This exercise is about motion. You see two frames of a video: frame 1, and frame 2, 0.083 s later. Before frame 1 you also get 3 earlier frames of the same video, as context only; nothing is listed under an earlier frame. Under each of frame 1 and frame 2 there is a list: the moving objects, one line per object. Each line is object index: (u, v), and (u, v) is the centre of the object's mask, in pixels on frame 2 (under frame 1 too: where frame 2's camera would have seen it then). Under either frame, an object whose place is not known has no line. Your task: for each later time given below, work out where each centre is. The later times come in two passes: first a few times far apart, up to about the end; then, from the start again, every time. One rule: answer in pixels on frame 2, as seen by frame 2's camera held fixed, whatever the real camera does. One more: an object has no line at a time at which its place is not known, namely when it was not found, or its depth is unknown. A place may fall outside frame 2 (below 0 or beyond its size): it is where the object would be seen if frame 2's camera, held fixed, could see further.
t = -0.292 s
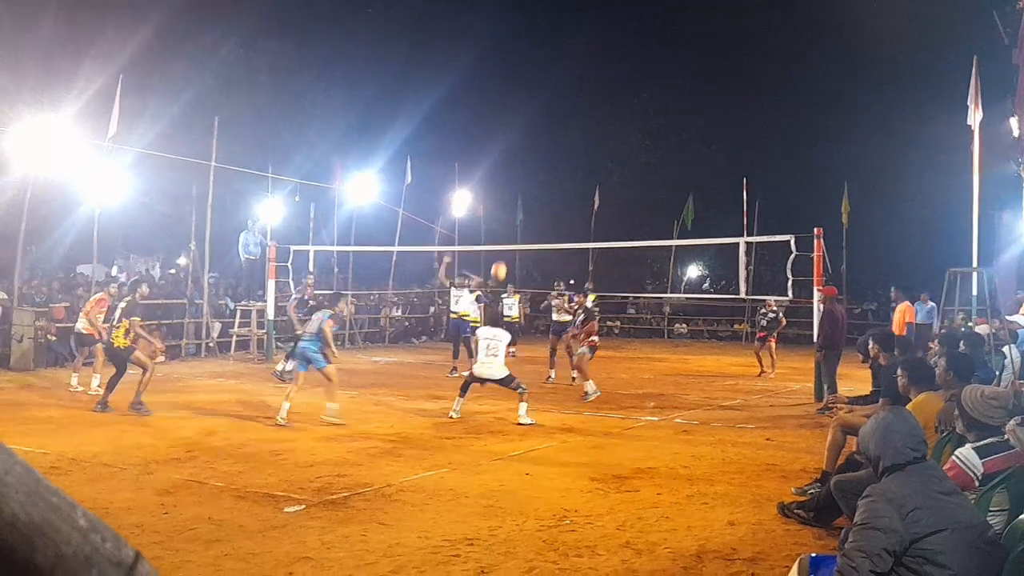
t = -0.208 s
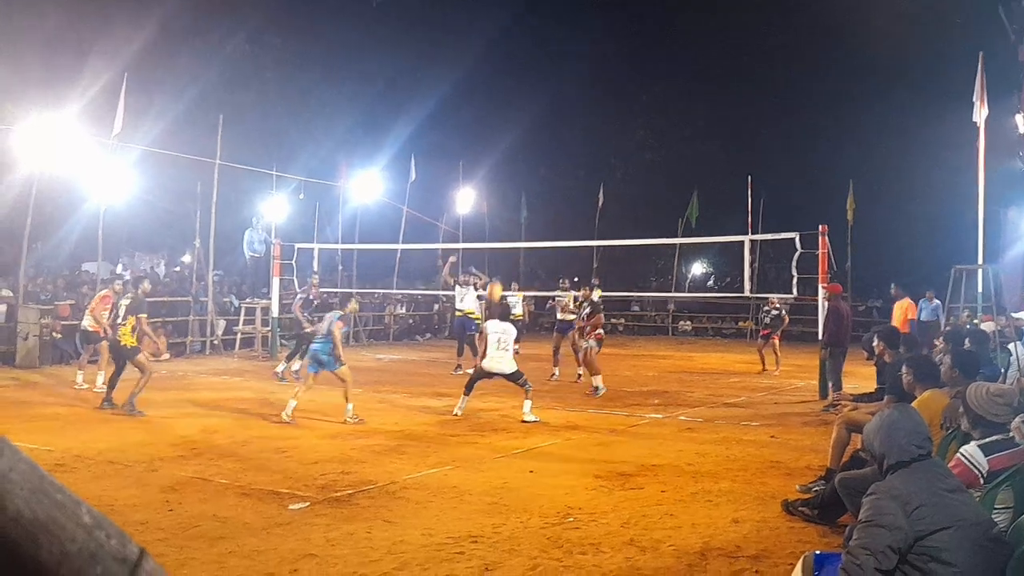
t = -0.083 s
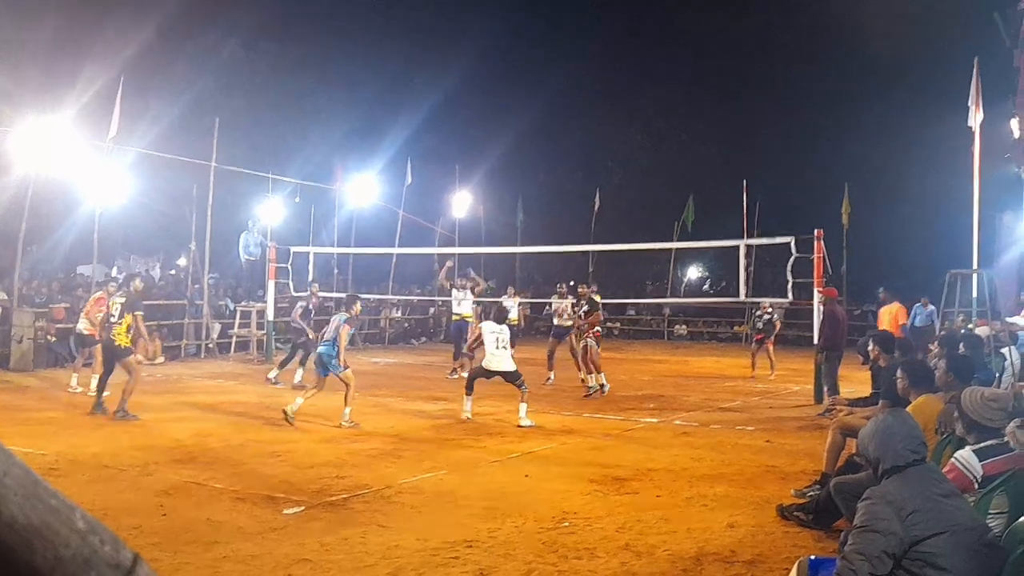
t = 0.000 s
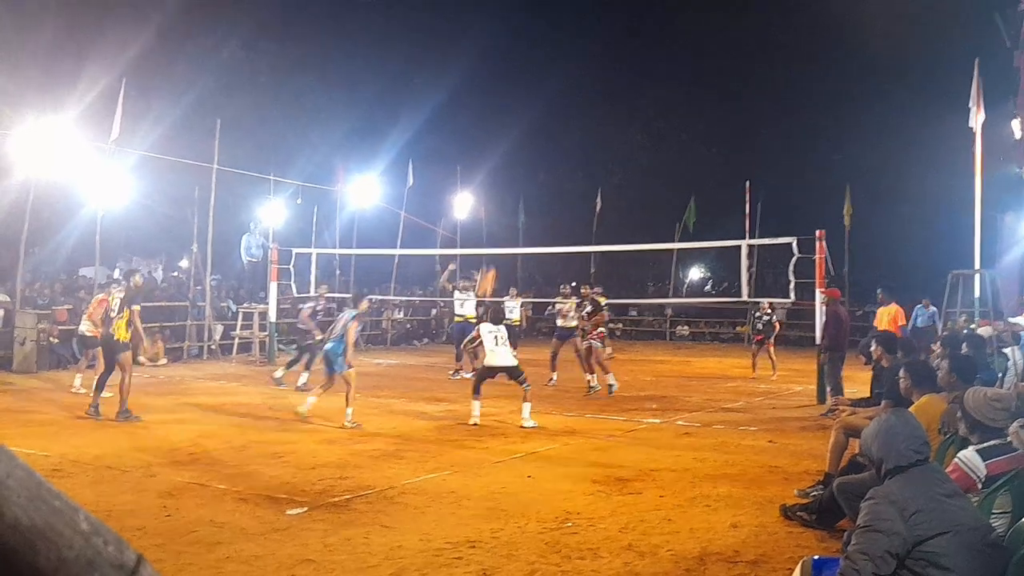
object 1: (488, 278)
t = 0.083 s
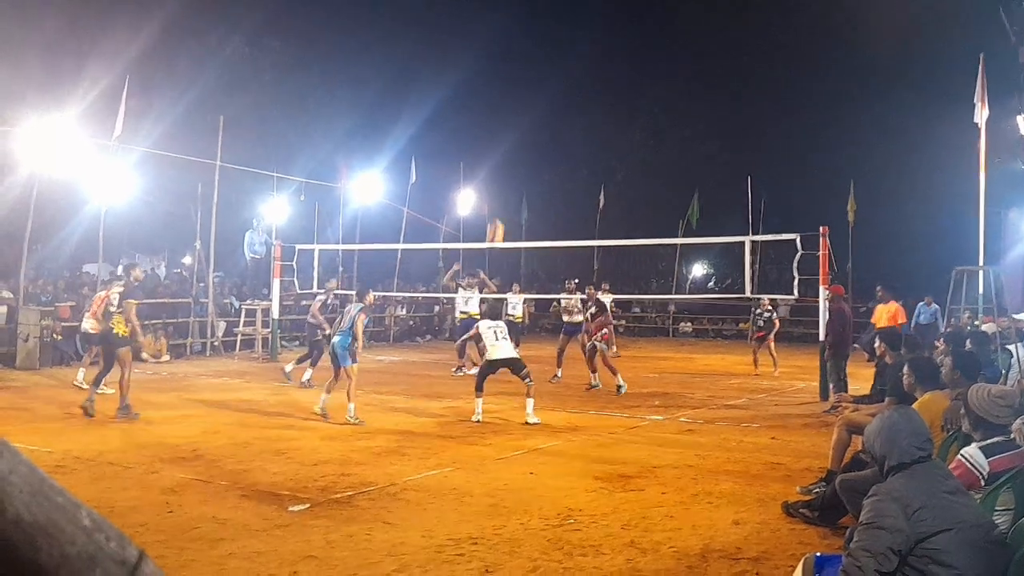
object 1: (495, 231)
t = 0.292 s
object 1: (512, 146)
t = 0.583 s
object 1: (533, 82)
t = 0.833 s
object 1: (553, 81)
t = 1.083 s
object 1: (567, 125)
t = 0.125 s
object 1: (498, 213)
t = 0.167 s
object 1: (501, 193)
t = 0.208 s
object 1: (505, 177)
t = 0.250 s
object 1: (509, 160)
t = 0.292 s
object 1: (512, 146)
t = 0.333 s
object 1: (515, 133)
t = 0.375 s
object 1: (518, 121)
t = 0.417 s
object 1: (521, 111)
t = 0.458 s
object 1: (525, 102)
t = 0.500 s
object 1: (528, 94)
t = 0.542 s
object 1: (530, 87)
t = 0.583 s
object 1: (533, 82)
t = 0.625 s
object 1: (536, 78)
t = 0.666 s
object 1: (539, 76)
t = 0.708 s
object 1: (545, 74)
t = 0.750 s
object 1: (547, 75)
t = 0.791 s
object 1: (550, 77)
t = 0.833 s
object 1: (553, 81)
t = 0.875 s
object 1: (555, 86)
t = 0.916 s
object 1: (558, 91)
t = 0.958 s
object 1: (560, 98)
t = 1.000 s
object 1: (562, 106)
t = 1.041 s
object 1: (565, 116)
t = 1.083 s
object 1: (567, 125)
